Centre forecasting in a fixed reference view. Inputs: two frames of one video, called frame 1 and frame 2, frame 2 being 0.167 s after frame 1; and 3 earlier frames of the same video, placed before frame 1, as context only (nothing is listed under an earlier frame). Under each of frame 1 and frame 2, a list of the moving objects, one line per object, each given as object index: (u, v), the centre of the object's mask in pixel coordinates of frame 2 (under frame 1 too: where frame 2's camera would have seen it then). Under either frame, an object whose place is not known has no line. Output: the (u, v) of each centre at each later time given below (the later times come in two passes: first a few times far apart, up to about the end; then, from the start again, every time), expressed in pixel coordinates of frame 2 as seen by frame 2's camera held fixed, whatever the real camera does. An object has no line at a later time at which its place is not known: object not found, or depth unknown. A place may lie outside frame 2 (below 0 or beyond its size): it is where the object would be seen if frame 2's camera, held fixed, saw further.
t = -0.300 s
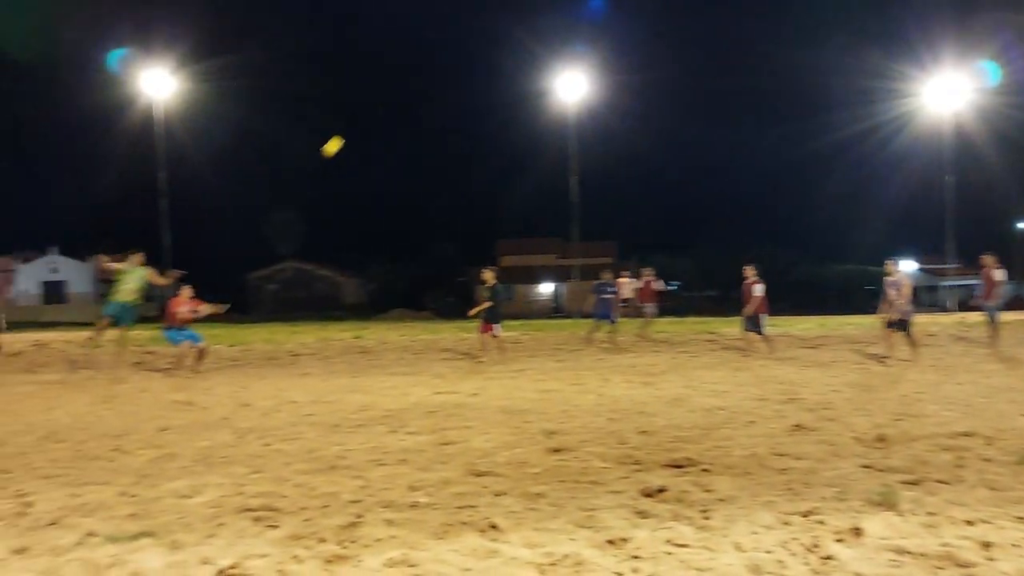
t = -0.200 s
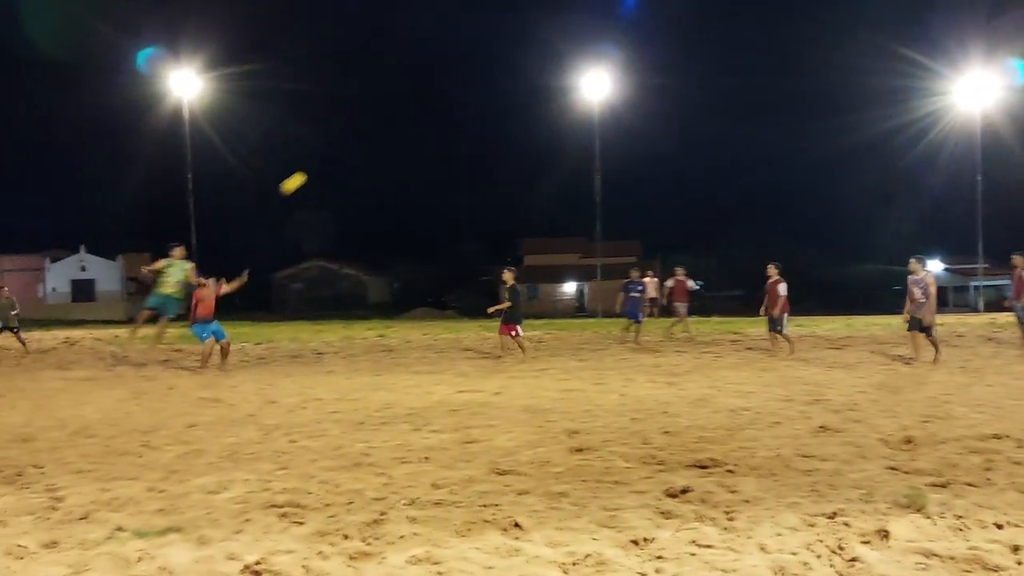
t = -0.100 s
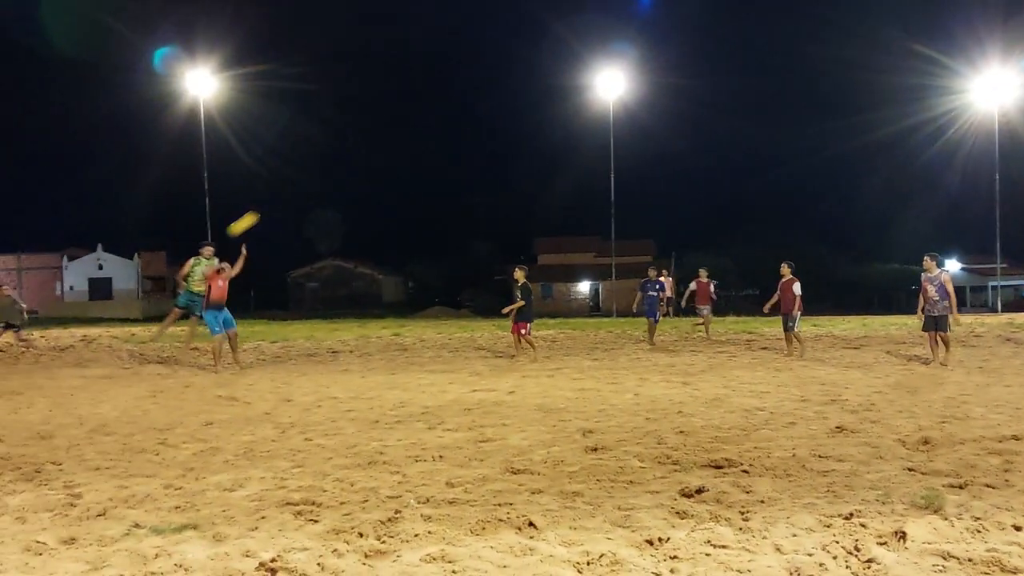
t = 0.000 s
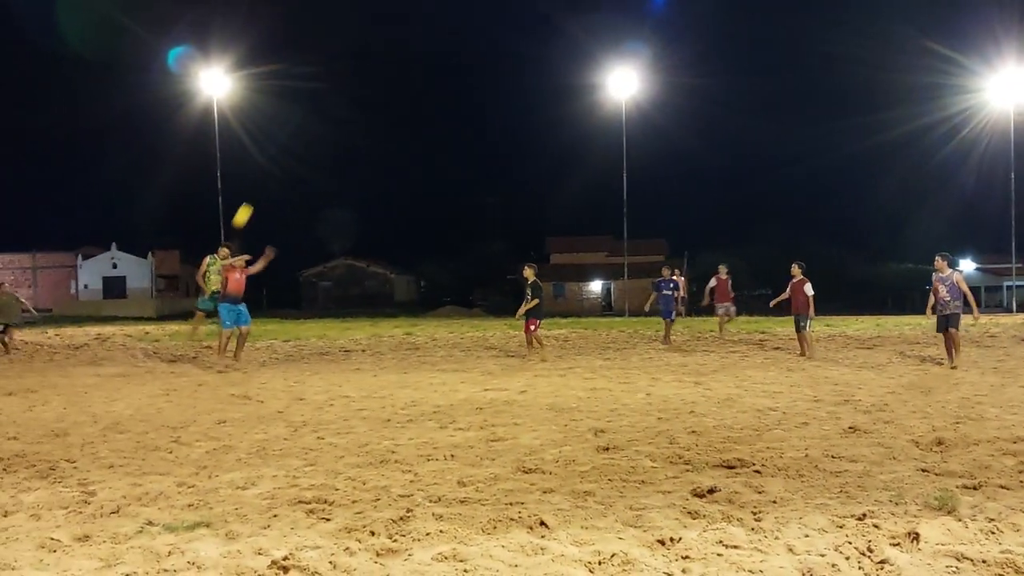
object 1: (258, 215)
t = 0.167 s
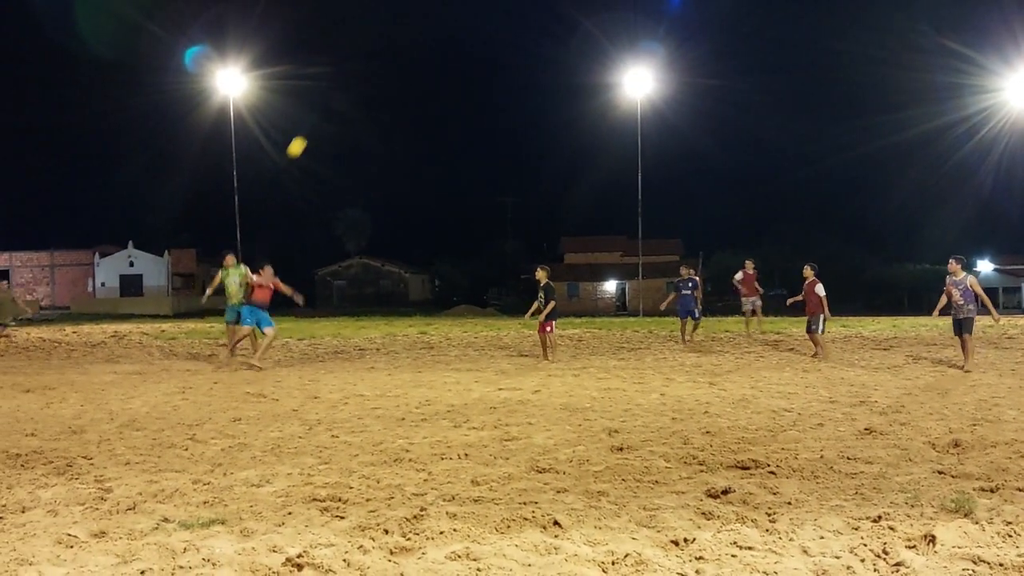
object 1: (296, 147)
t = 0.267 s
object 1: (319, 114)
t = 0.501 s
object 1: (374, 59)
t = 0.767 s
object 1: (438, 37)
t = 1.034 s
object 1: (506, 59)
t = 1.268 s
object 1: (568, 118)
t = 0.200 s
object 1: (304, 136)
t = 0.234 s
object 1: (311, 125)
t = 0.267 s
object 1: (319, 114)
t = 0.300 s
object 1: (327, 104)
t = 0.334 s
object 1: (335, 95)
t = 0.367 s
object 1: (343, 87)
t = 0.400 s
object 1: (351, 79)
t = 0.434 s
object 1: (358, 72)
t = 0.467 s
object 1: (367, 65)
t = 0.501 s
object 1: (374, 59)
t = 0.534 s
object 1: (382, 54)
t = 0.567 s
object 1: (390, 50)
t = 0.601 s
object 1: (398, 46)
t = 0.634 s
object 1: (406, 42)
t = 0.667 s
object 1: (414, 40)
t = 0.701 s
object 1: (422, 38)
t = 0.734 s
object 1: (430, 37)
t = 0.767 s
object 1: (438, 37)
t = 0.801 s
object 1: (447, 37)
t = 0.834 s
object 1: (455, 38)
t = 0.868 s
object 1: (463, 39)
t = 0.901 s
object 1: (472, 42)
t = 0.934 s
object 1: (480, 45)
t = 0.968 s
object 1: (489, 49)
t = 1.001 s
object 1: (498, 54)
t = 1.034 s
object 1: (506, 59)
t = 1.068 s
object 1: (515, 65)
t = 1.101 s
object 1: (524, 72)
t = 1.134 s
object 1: (532, 80)
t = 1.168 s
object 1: (541, 88)
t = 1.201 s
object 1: (550, 98)
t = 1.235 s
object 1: (559, 107)
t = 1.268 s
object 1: (568, 118)
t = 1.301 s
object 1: (578, 129)
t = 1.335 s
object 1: (587, 141)
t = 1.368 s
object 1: (596, 154)
